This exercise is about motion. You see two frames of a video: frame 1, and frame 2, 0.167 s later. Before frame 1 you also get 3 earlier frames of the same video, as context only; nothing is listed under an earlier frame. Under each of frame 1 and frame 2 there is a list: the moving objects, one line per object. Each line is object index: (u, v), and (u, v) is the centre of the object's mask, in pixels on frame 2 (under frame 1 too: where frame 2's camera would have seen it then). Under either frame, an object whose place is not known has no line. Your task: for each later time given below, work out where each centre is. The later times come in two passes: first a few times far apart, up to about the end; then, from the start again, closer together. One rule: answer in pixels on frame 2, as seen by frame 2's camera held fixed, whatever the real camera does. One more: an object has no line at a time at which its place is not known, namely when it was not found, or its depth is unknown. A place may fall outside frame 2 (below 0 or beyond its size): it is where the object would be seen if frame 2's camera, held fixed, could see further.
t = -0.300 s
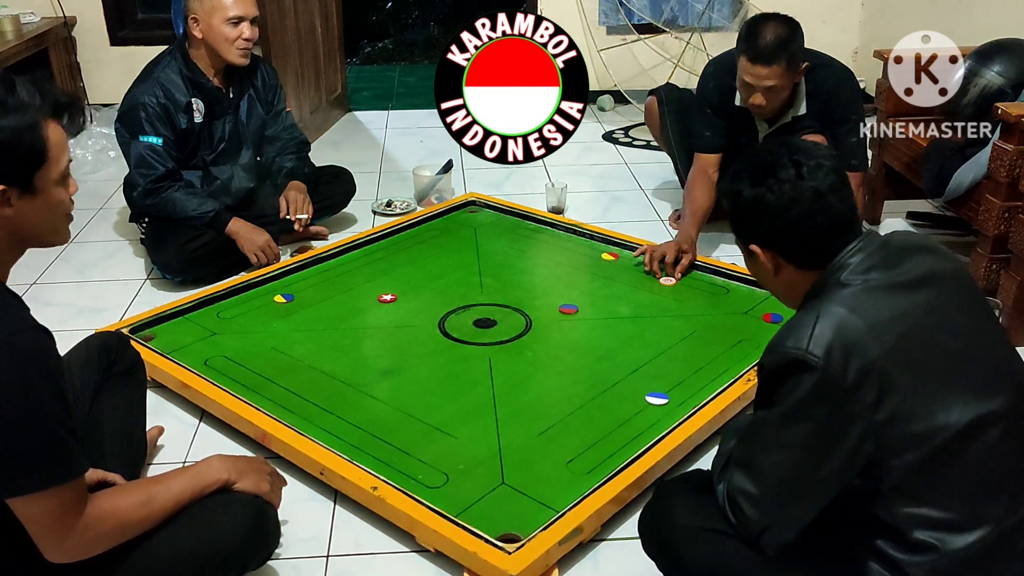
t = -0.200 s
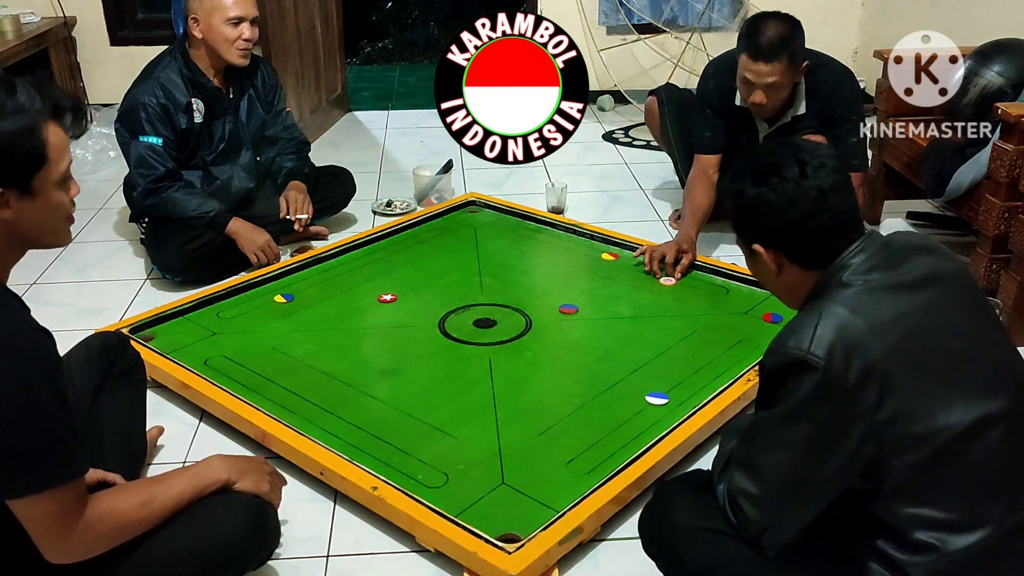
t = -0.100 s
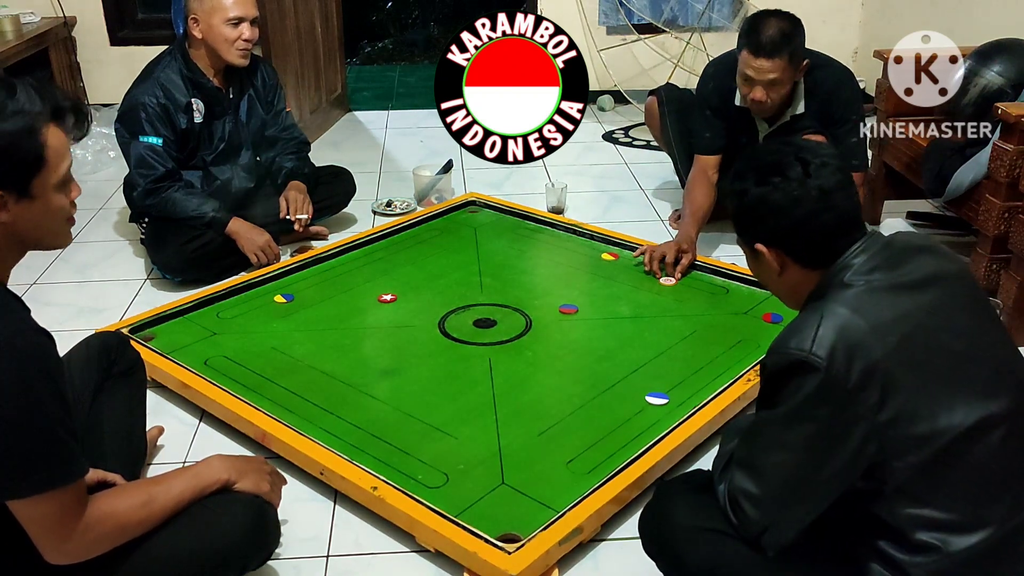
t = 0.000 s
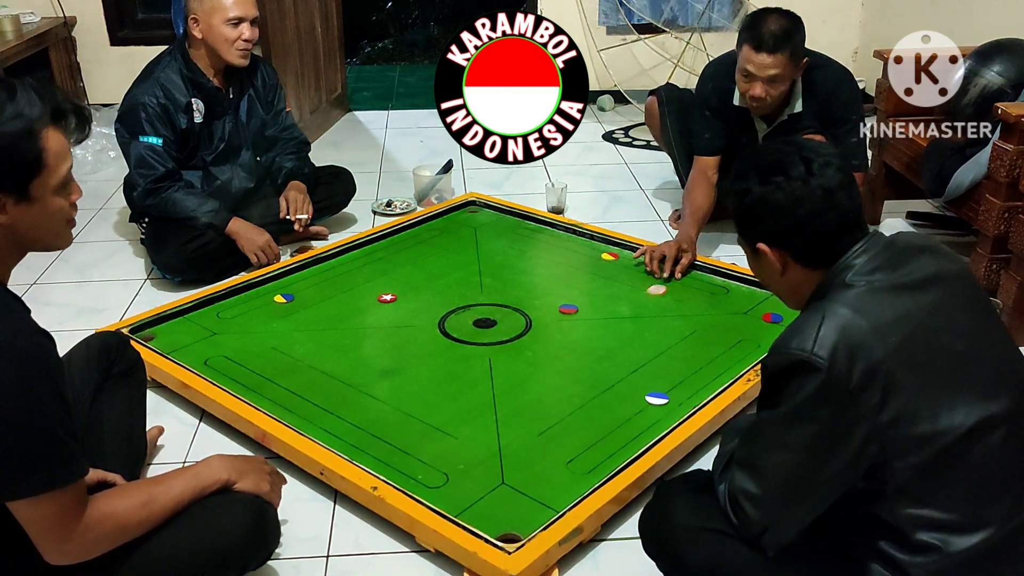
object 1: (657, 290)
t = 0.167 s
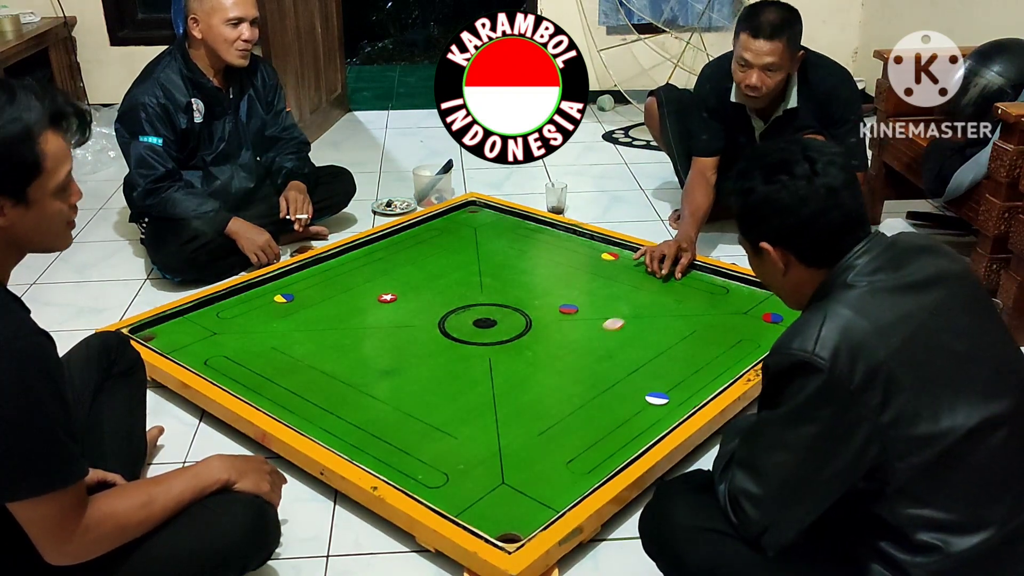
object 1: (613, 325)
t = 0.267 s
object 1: (585, 346)
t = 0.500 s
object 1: (508, 407)
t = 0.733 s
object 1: (415, 481)
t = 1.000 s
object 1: (483, 443)
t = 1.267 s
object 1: (548, 406)
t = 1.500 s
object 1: (597, 380)
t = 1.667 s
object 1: (627, 363)
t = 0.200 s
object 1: (604, 331)
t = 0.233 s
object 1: (594, 339)
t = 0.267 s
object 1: (585, 346)
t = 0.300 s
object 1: (574, 354)
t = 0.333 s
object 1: (564, 362)
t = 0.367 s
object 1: (553, 371)
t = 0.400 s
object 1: (542, 379)
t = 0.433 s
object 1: (531, 388)
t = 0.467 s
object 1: (520, 397)
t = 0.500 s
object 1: (508, 407)
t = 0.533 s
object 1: (495, 416)
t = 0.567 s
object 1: (483, 426)
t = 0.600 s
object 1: (470, 436)
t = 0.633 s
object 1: (457, 447)
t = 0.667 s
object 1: (443, 458)
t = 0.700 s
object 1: (429, 470)
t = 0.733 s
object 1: (415, 481)
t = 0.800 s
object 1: (425, 477)
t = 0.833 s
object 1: (435, 471)
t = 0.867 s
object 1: (445, 464)
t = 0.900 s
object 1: (455, 459)
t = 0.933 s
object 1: (465, 453)
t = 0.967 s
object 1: (474, 448)
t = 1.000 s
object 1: (483, 443)
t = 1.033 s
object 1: (492, 437)
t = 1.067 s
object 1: (500, 433)
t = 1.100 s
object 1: (509, 428)
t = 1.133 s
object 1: (517, 423)
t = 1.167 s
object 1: (525, 419)
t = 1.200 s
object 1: (533, 414)
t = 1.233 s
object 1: (541, 410)
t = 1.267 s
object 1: (548, 406)
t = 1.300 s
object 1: (556, 402)
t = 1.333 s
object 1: (563, 398)
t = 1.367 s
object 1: (570, 394)
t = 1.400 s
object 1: (577, 390)
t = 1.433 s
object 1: (584, 387)
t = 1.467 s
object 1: (590, 383)
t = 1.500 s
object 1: (597, 380)
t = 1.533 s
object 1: (603, 376)
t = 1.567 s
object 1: (609, 373)
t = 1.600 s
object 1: (616, 370)
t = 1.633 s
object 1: (621, 366)
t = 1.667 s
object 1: (627, 363)
